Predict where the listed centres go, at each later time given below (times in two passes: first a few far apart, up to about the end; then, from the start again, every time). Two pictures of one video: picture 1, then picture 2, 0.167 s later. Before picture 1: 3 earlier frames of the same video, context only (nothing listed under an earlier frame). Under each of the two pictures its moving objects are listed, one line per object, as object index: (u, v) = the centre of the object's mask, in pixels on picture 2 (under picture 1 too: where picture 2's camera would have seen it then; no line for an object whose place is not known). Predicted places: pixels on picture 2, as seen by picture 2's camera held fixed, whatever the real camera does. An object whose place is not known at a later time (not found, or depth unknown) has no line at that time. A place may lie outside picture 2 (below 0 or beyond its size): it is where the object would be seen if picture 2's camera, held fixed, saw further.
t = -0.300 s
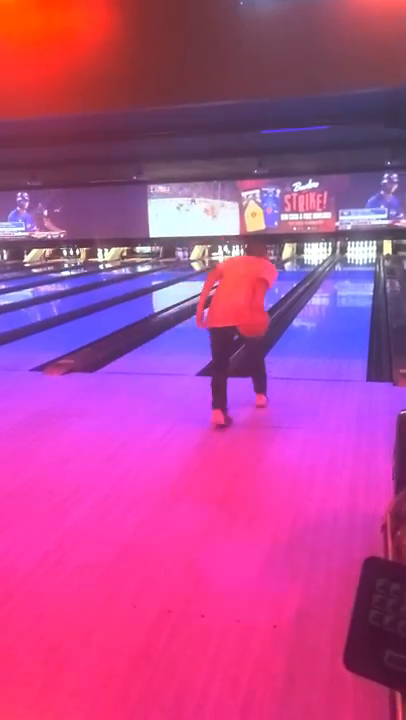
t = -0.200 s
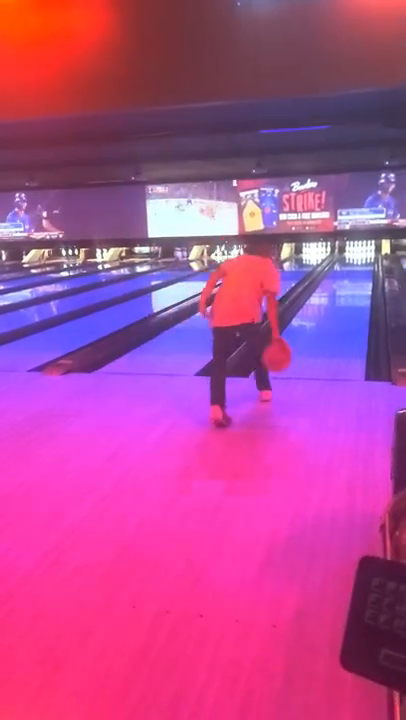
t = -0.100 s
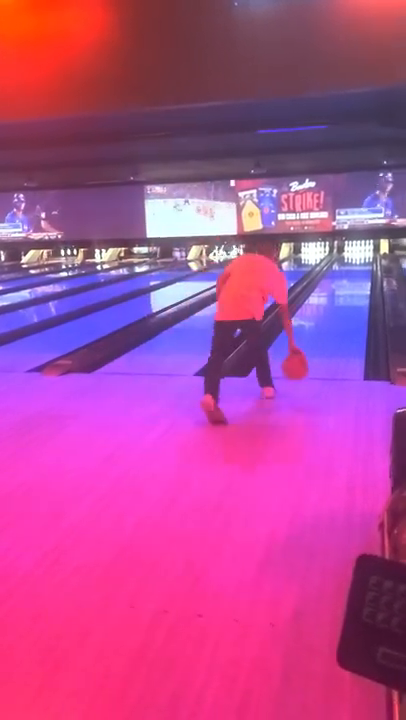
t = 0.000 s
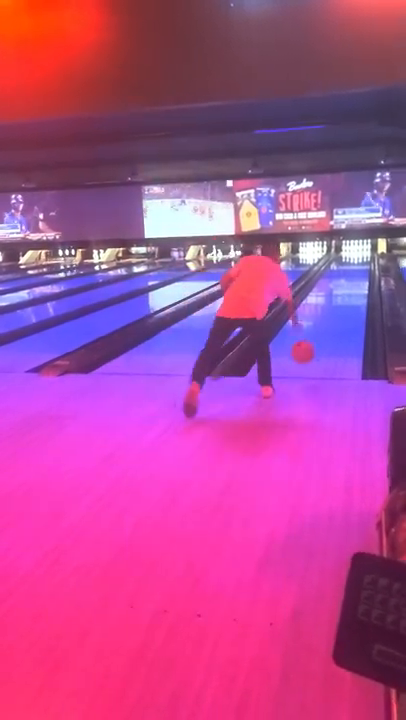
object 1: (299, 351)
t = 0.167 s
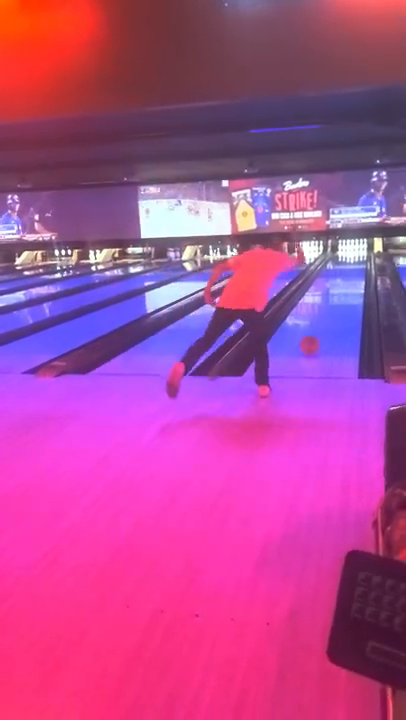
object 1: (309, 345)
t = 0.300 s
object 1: (315, 332)
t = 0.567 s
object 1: (324, 311)
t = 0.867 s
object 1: (331, 294)
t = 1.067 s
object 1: (335, 287)
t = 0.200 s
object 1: (311, 342)
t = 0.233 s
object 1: (312, 338)
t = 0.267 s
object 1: (314, 335)
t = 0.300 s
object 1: (315, 332)
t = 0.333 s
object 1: (316, 329)
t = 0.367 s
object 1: (318, 326)
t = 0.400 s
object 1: (318, 324)
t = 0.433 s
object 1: (320, 321)
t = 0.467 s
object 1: (321, 317)
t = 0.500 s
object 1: (322, 315)
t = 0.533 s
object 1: (323, 312)
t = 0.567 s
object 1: (324, 311)
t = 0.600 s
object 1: (325, 309)
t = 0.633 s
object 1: (325, 307)
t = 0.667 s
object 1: (327, 303)
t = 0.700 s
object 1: (328, 302)
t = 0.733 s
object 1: (328, 301)
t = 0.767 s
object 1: (329, 299)
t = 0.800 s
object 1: (330, 297)
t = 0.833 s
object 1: (331, 295)
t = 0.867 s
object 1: (331, 294)
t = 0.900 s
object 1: (332, 294)
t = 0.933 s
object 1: (332, 291)
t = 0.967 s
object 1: (333, 289)
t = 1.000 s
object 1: (334, 287)
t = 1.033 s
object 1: (335, 287)
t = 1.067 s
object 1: (335, 287)
